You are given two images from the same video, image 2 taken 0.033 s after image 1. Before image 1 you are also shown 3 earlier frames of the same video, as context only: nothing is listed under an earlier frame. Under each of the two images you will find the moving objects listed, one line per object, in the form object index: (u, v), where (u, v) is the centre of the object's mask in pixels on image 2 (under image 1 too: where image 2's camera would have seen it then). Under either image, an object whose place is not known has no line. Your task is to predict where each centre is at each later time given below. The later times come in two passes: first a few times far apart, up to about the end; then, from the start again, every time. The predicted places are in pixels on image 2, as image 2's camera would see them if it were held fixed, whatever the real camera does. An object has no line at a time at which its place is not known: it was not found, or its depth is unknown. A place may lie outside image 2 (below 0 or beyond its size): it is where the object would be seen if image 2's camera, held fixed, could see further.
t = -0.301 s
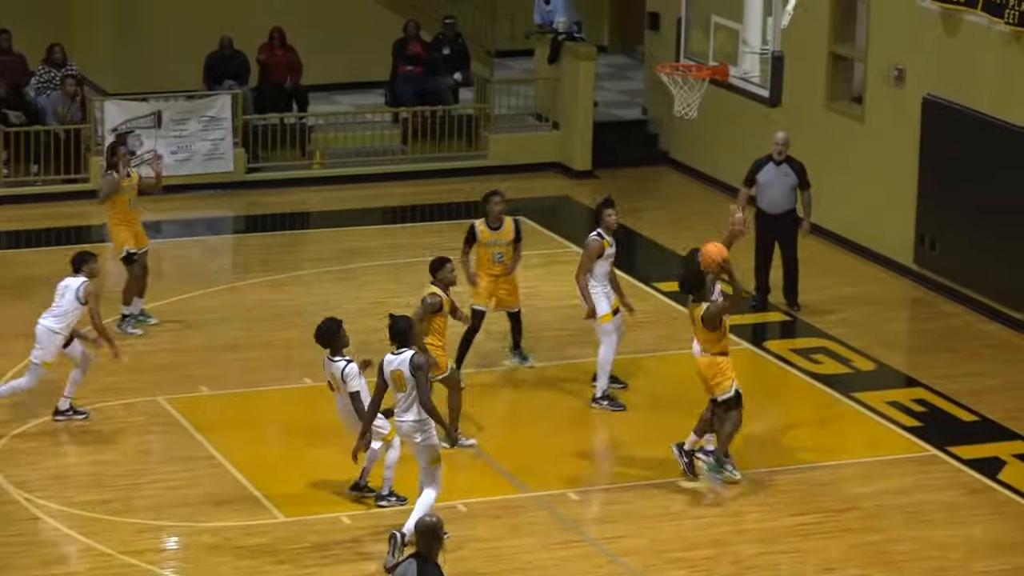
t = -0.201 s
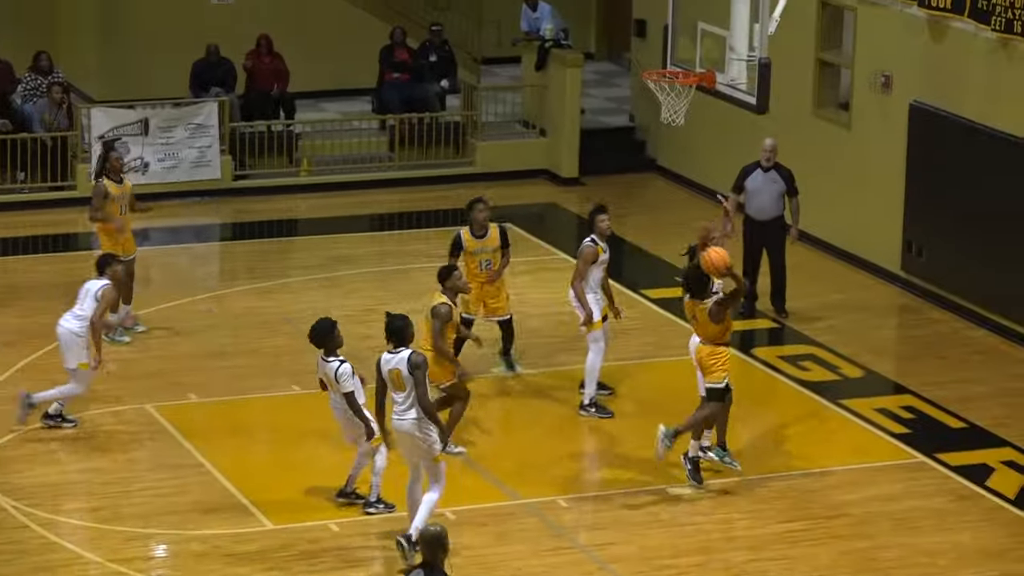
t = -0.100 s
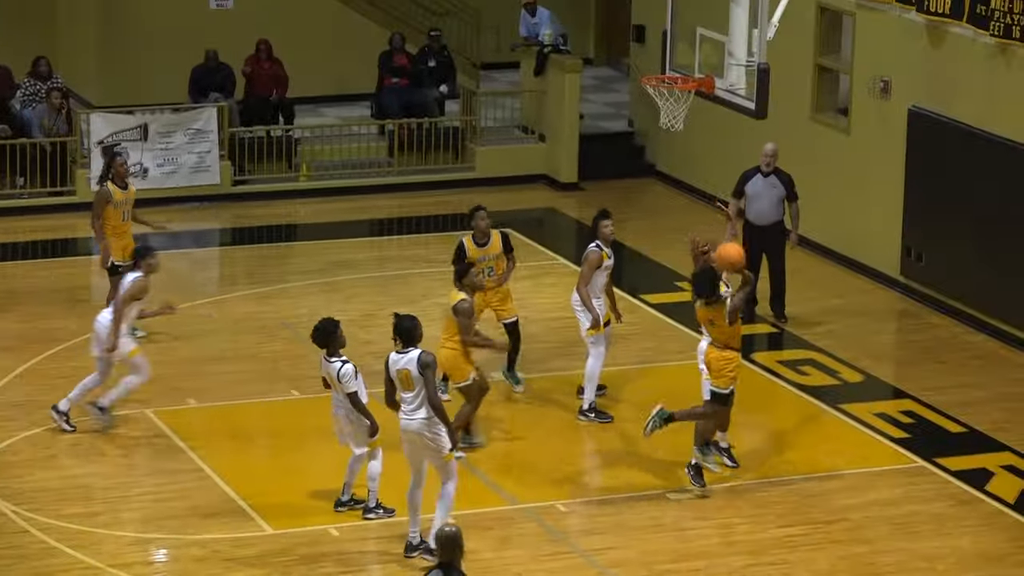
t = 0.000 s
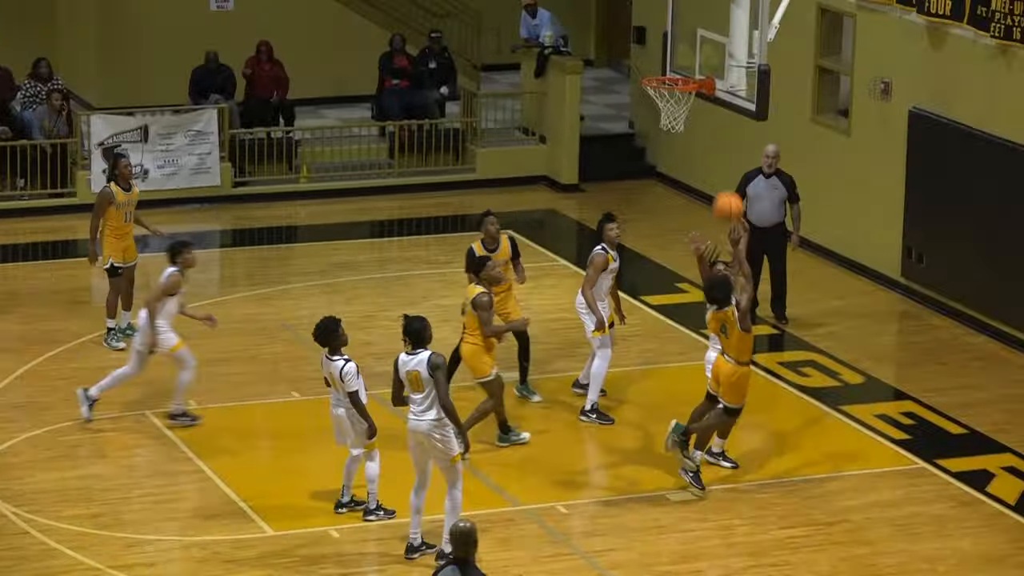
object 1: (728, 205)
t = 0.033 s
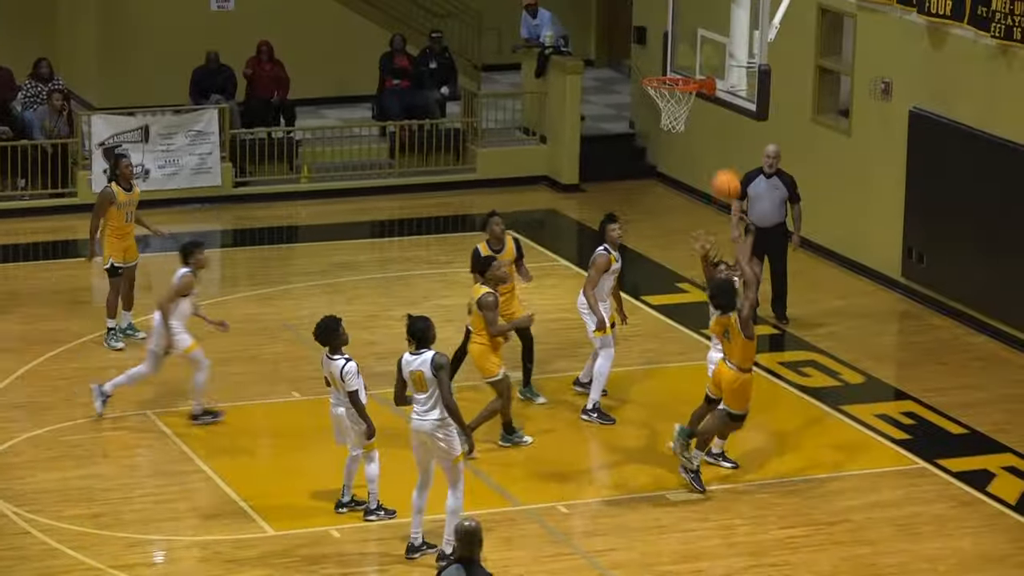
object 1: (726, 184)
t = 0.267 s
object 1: (703, 78)
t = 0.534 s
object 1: (673, 35)
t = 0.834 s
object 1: (645, 58)
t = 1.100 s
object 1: (641, 64)
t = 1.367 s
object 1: (634, 149)
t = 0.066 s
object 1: (722, 164)
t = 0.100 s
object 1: (719, 145)
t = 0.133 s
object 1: (716, 129)
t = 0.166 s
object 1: (712, 115)
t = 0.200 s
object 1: (709, 100)
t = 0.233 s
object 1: (705, 87)
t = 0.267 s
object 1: (703, 78)
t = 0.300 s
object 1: (700, 65)
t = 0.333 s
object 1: (695, 58)
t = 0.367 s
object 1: (691, 51)
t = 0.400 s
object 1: (687, 45)
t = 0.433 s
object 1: (684, 40)
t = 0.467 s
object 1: (680, 37)
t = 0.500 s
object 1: (677, 36)
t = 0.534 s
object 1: (673, 35)
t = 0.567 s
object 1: (670, 35)
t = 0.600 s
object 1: (665, 36)
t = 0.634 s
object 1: (661, 40)
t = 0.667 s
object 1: (657, 44)
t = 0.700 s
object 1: (653, 50)
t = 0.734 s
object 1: (650, 57)
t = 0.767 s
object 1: (646, 65)
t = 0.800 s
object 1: (645, 63)
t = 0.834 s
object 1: (645, 58)
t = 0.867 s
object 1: (644, 54)
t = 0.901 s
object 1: (644, 52)
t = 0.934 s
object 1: (644, 52)
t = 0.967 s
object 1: (643, 52)
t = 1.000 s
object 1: (643, 53)
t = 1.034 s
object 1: (642, 56)
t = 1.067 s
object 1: (641, 58)
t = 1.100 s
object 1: (641, 64)
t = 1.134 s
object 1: (640, 70)
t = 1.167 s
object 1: (638, 77)
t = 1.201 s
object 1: (637, 86)
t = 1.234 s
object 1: (638, 97)
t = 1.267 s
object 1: (638, 107)
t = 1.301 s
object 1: (637, 120)
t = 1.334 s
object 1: (636, 133)
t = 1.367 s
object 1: (634, 149)
